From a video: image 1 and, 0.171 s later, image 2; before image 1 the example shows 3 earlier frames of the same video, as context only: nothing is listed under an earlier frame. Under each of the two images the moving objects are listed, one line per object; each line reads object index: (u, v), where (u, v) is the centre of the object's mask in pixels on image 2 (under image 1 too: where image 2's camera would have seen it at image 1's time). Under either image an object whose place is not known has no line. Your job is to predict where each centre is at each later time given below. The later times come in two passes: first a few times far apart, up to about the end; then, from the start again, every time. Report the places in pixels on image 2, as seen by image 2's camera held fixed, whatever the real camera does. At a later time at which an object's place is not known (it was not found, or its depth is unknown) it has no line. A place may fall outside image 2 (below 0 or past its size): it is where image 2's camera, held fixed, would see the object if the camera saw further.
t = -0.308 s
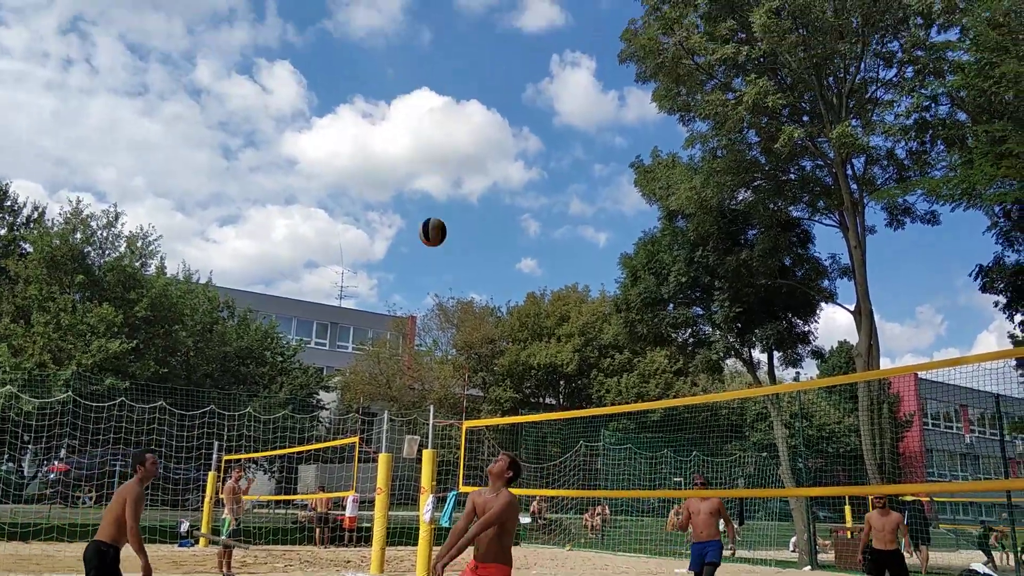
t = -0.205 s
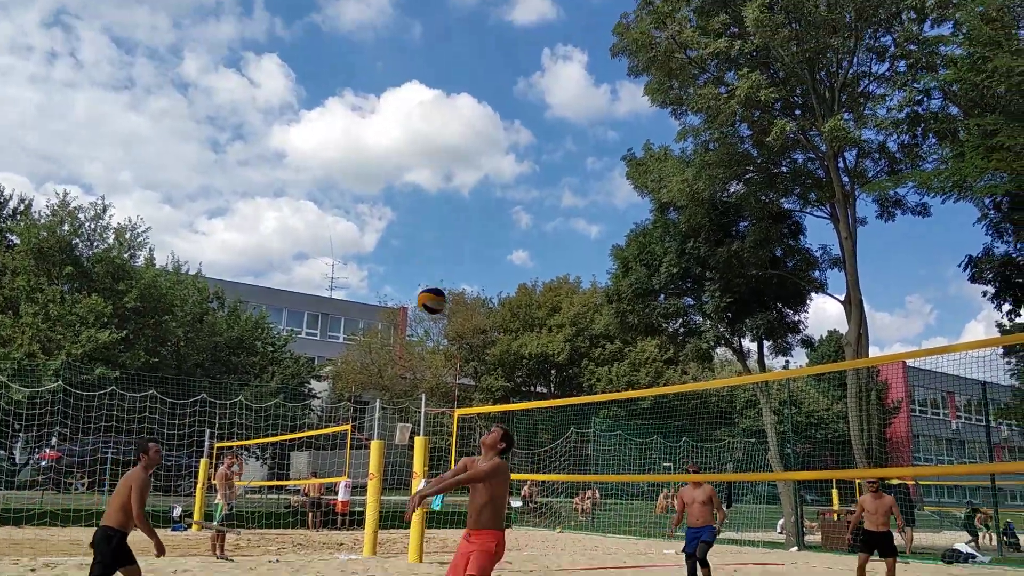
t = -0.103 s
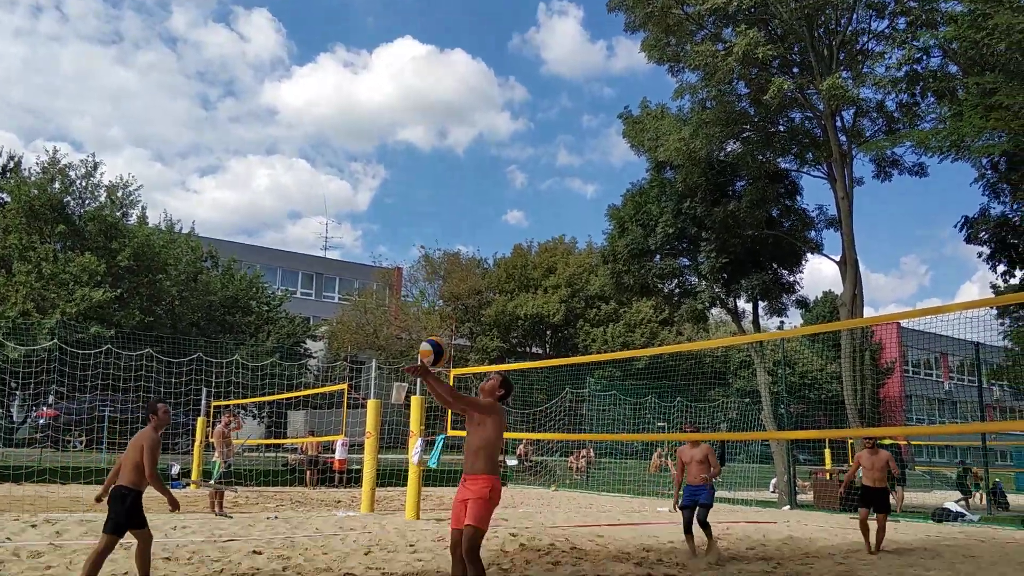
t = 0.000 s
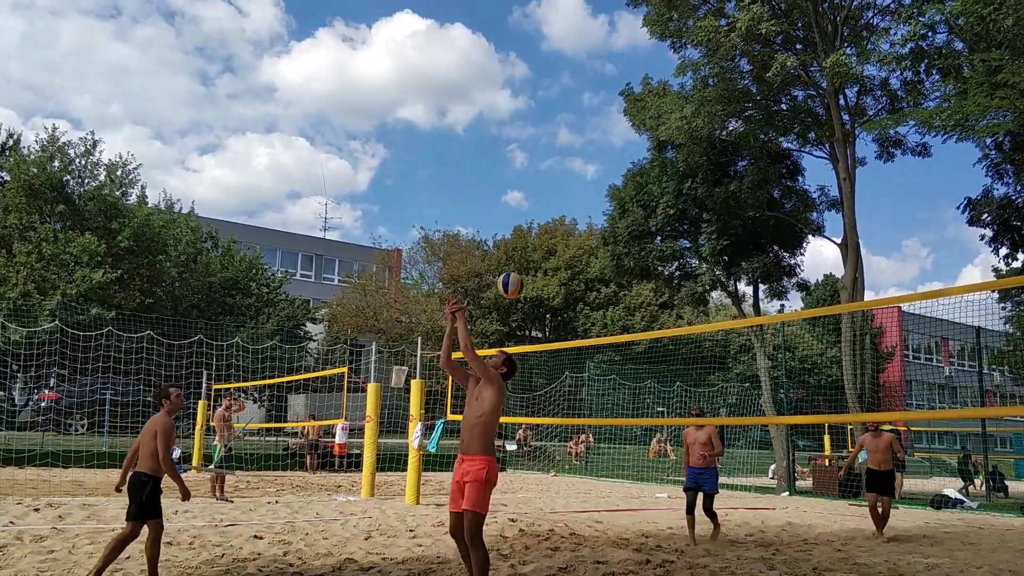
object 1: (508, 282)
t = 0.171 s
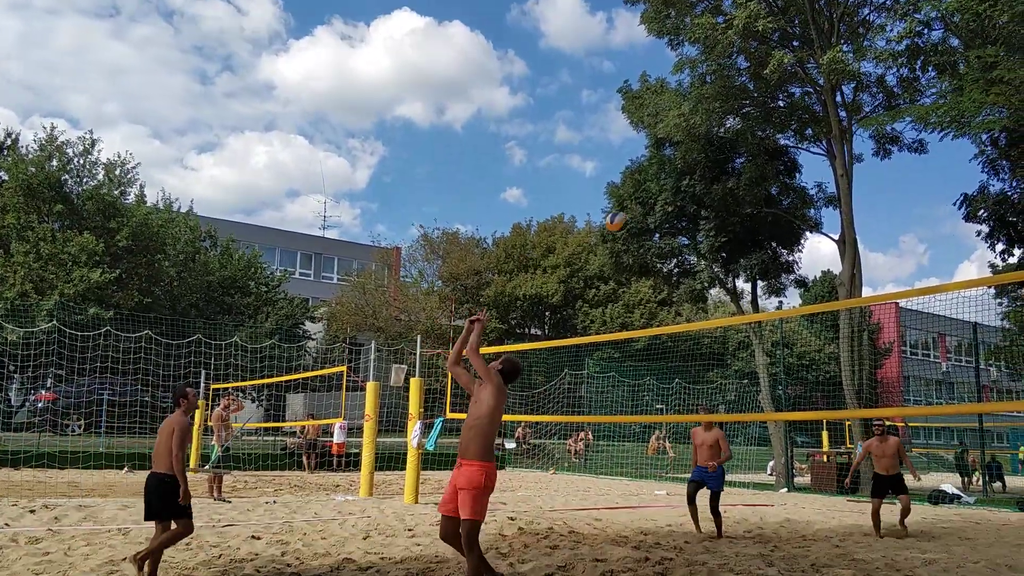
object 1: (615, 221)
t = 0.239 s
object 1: (651, 212)
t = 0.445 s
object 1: (734, 215)
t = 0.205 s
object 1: (634, 216)
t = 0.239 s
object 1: (651, 212)
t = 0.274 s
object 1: (667, 209)
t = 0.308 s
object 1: (681, 208)
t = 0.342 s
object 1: (696, 208)
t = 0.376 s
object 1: (709, 209)
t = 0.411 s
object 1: (721, 211)
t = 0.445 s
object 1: (734, 215)
